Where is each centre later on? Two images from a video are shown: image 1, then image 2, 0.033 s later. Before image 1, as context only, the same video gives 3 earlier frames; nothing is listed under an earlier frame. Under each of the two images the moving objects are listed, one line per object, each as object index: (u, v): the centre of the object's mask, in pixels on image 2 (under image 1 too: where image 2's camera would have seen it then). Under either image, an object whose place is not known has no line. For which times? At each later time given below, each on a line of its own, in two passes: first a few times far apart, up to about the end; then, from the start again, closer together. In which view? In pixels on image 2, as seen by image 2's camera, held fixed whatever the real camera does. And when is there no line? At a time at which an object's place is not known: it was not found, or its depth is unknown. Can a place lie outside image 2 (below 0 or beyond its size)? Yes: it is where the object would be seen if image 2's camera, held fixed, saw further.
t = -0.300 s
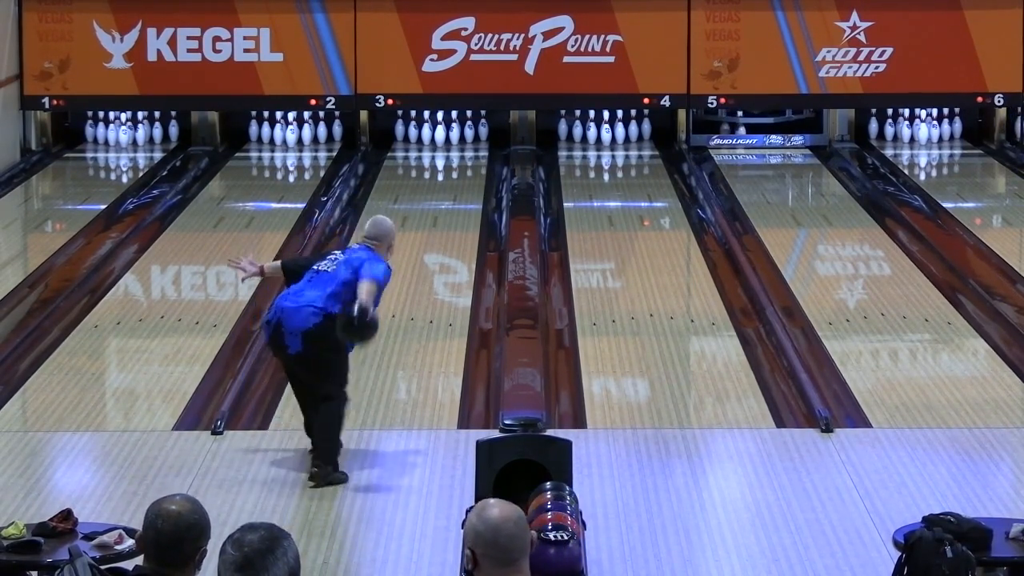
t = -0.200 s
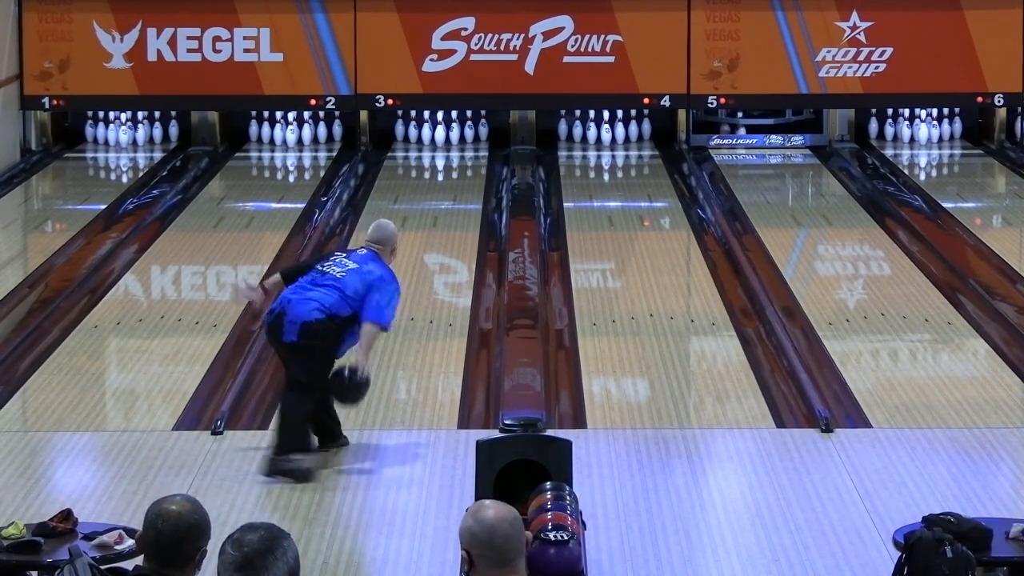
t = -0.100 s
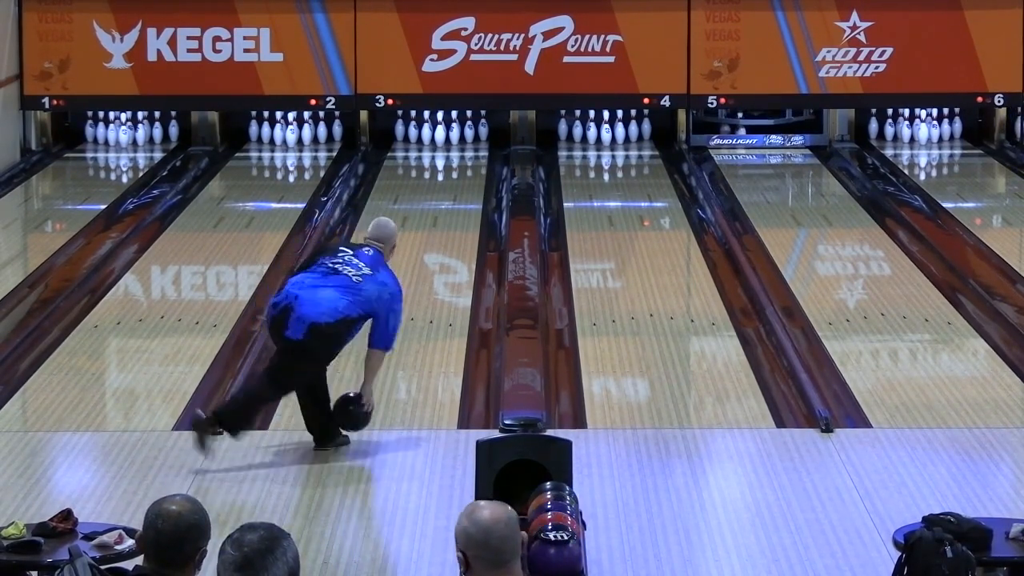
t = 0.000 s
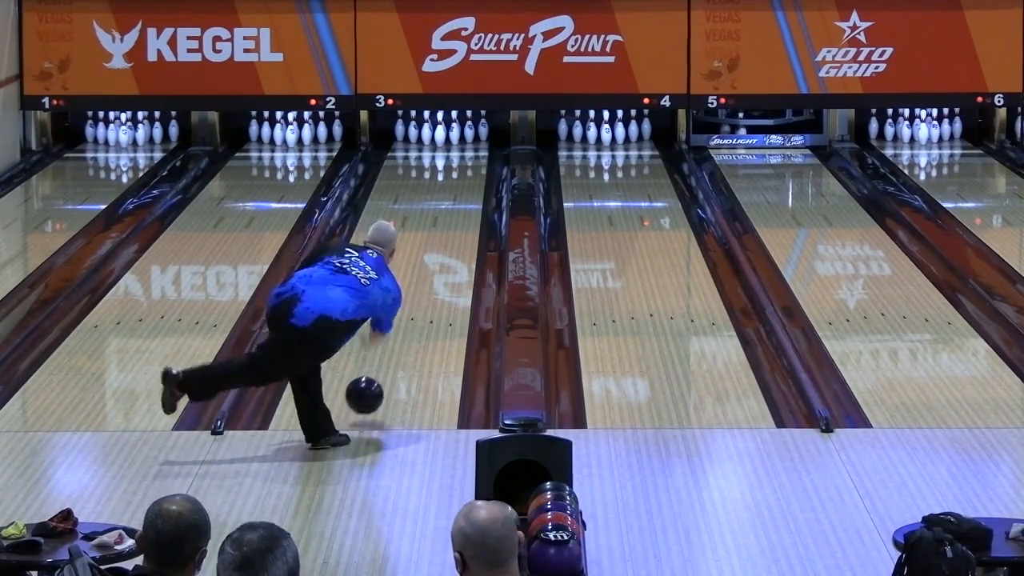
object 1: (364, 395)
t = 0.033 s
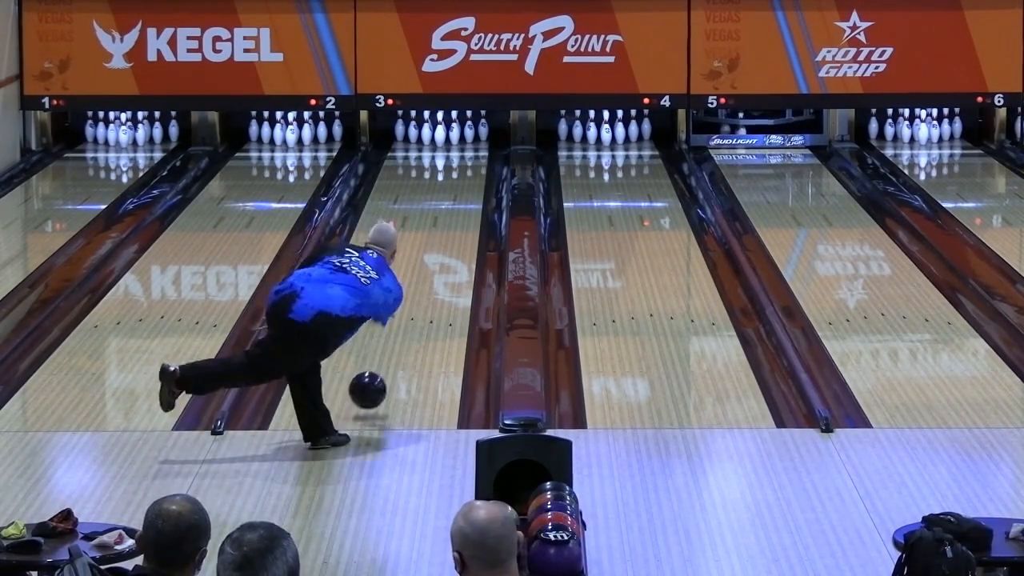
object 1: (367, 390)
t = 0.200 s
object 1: (382, 365)
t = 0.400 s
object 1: (398, 331)
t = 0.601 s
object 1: (411, 301)
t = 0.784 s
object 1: (424, 278)
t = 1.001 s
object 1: (431, 250)
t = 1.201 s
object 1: (440, 229)
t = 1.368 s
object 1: (445, 213)
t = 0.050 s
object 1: (369, 388)
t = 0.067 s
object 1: (371, 387)
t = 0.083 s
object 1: (372, 386)
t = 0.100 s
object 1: (374, 385)
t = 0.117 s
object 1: (375, 380)
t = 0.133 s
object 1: (377, 376)
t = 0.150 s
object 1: (378, 373)
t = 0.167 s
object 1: (380, 370)
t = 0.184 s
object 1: (381, 368)
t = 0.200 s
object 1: (382, 365)
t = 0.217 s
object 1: (384, 362)
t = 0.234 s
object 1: (385, 359)
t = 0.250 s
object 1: (387, 356)
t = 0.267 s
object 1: (388, 353)
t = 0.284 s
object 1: (389, 350)
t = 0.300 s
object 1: (390, 347)
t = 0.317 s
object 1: (392, 345)
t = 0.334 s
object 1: (393, 341)
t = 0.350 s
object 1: (394, 339)
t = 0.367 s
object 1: (395, 336)
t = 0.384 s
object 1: (397, 333)
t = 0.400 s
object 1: (398, 331)
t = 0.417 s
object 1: (399, 328)
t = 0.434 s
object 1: (400, 325)
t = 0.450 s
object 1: (401, 323)
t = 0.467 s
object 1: (402, 320)
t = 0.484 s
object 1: (403, 318)
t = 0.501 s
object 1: (405, 315)
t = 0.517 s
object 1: (406, 313)
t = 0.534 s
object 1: (406, 310)
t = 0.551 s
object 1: (408, 308)
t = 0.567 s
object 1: (409, 305)
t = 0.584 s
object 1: (410, 303)
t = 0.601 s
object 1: (411, 301)
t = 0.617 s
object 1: (412, 298)
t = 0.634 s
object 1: (413, 296)
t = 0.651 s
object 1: (414, 294)
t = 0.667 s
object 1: (415, 291)
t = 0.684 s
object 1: (416, 289)
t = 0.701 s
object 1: (417, 287)
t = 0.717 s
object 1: (417, 285)
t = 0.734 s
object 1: (419, 283)
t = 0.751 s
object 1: (420, 282)
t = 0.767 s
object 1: (421, 283)
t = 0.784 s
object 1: (424, 278)
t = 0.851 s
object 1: (424, 268)
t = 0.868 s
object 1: (425, 266)
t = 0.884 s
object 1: (426, 264)
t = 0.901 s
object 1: (427, 262)
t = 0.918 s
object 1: (428, 260)
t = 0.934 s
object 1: (429, 258)
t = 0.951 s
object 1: (429, 256)
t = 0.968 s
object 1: (430, 254)
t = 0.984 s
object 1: (431, 252)
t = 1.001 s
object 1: (431, 250)
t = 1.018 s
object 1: (432, 248)
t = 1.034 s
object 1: (433, 246)
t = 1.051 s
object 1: (433, 245)
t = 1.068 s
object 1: (434, 243)
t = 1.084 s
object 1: (435, 241)
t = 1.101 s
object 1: (435, 239)
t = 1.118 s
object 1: (436, 238)
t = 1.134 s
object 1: (437, 236)
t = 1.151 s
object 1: (438, 234)
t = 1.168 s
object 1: (438, 232)
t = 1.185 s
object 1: (439, 231)
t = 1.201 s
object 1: (440, 229)
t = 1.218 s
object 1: (440, 227)
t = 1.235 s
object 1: (441, 226)
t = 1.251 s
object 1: (441, 224)
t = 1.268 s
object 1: (442, 222)
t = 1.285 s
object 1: (443, 221)
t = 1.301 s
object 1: (443, 219)
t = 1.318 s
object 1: (444, 218)
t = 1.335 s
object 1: (444, 216)
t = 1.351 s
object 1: (445, 215)
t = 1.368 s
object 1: (445, 213)
